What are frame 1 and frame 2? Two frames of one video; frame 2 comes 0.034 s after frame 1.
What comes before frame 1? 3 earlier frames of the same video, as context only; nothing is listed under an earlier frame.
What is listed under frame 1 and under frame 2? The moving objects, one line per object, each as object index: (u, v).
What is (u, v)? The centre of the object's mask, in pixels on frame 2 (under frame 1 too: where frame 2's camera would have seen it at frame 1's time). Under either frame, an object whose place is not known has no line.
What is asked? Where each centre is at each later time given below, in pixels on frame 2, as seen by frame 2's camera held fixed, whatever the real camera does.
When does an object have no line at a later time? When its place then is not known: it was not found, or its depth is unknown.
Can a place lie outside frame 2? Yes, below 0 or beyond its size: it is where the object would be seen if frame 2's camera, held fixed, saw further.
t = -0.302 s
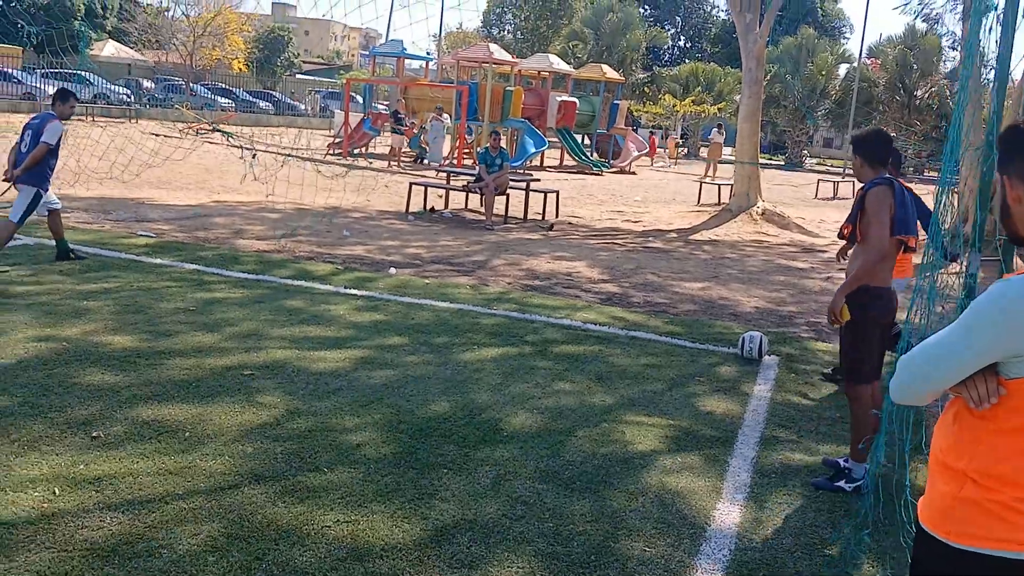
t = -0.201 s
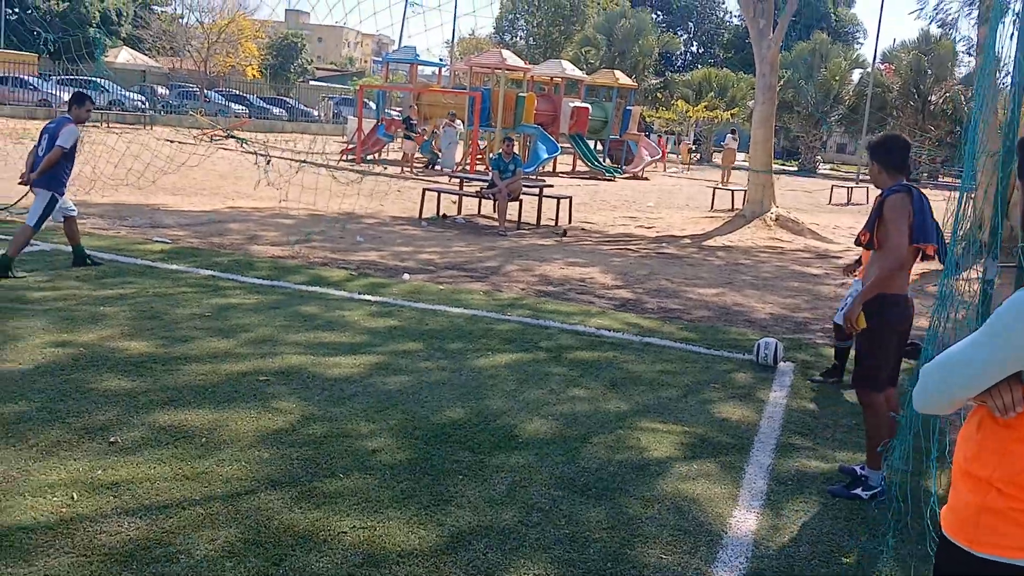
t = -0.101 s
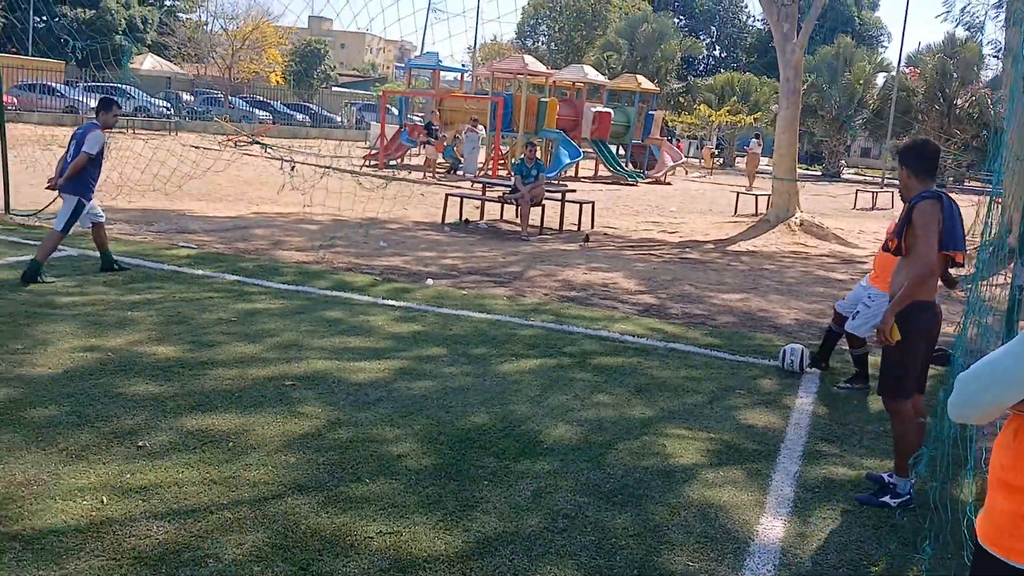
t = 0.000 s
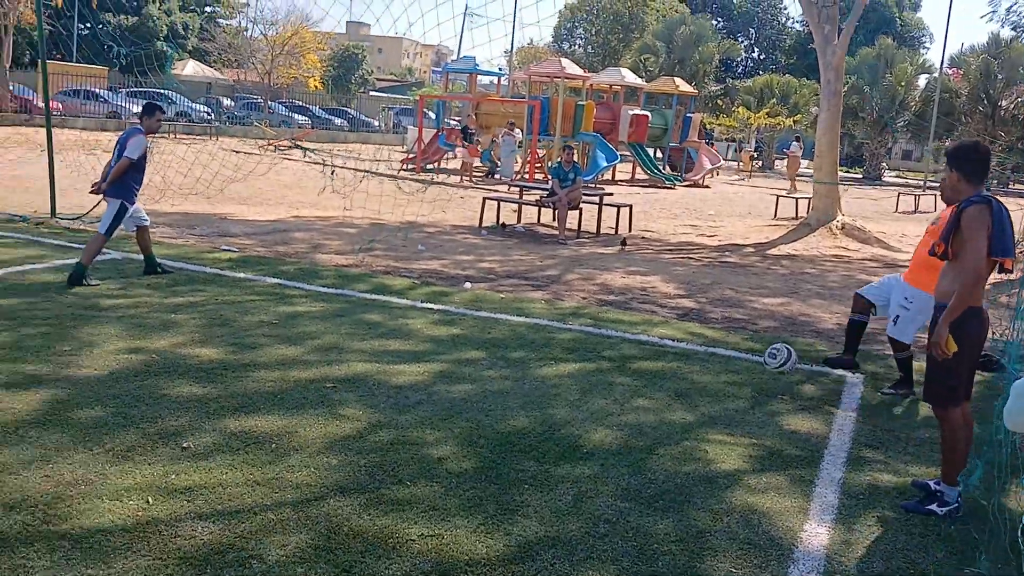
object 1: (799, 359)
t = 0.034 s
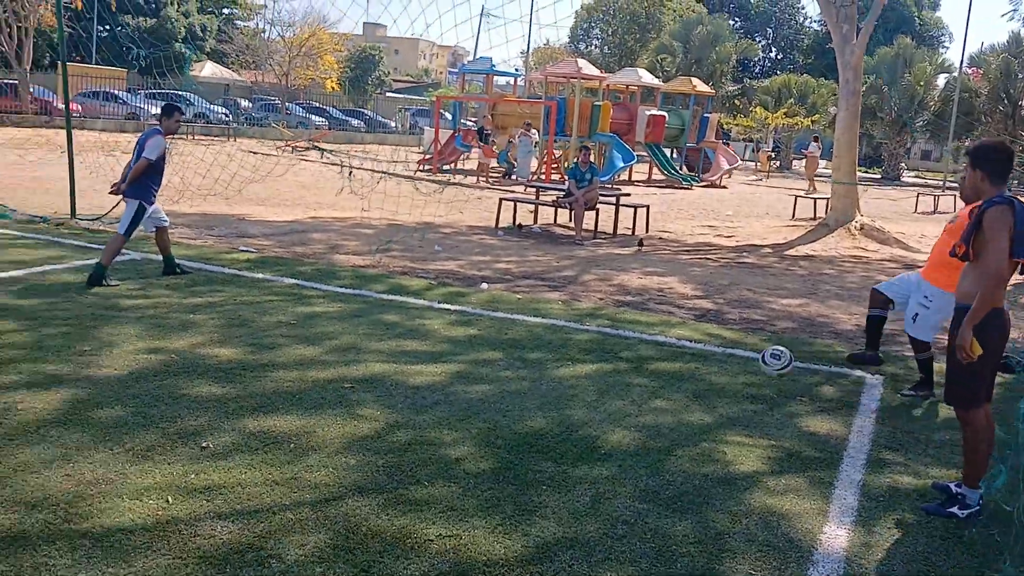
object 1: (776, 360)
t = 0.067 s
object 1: (753, 365)
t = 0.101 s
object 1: (728, 369)
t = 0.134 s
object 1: (702, 376)
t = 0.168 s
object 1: (674, 385)
